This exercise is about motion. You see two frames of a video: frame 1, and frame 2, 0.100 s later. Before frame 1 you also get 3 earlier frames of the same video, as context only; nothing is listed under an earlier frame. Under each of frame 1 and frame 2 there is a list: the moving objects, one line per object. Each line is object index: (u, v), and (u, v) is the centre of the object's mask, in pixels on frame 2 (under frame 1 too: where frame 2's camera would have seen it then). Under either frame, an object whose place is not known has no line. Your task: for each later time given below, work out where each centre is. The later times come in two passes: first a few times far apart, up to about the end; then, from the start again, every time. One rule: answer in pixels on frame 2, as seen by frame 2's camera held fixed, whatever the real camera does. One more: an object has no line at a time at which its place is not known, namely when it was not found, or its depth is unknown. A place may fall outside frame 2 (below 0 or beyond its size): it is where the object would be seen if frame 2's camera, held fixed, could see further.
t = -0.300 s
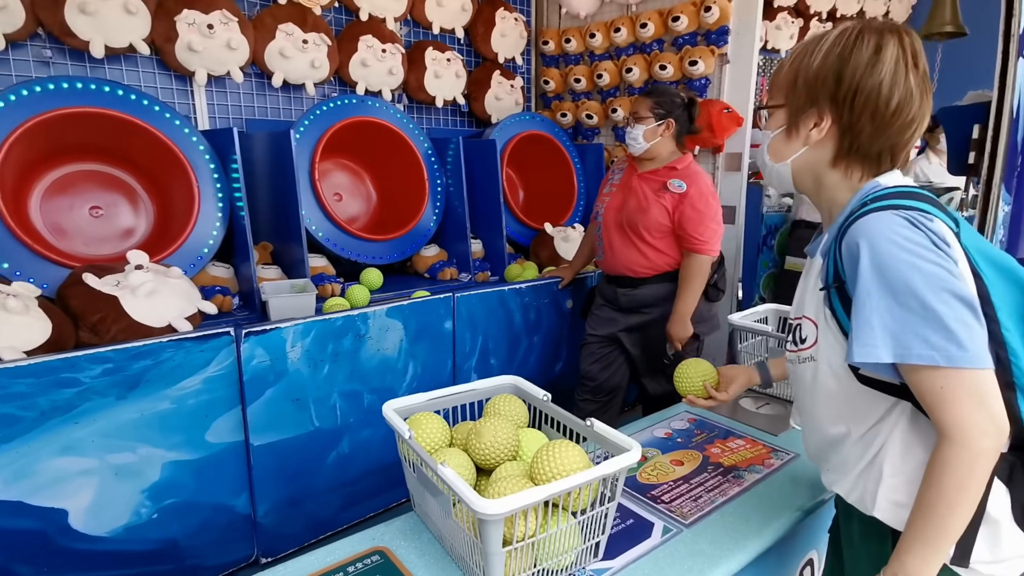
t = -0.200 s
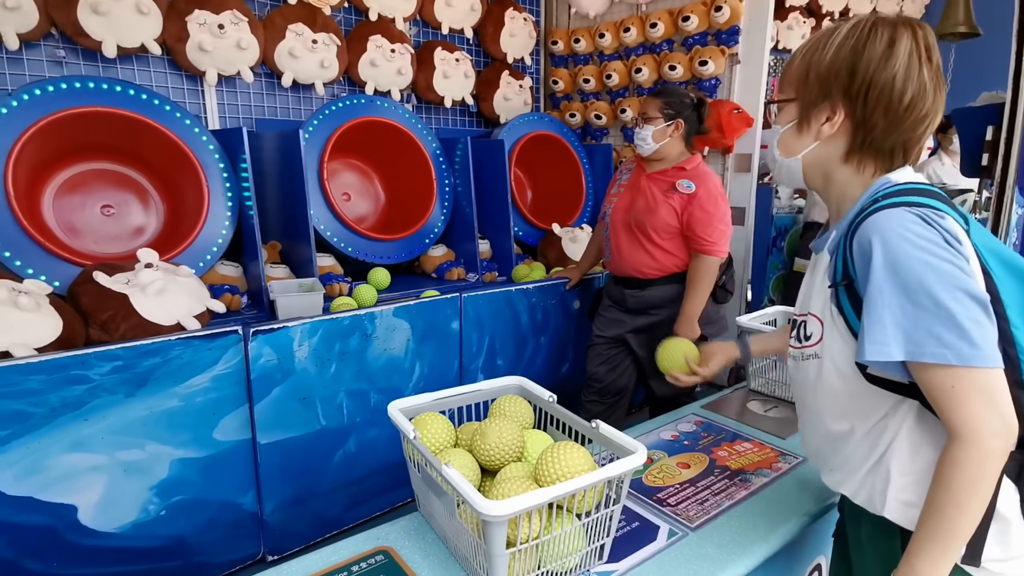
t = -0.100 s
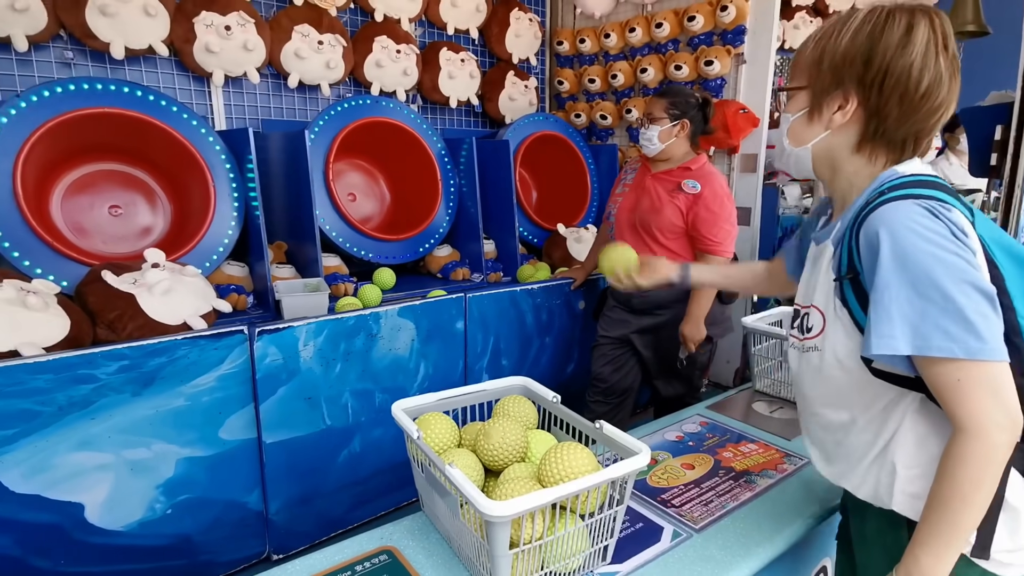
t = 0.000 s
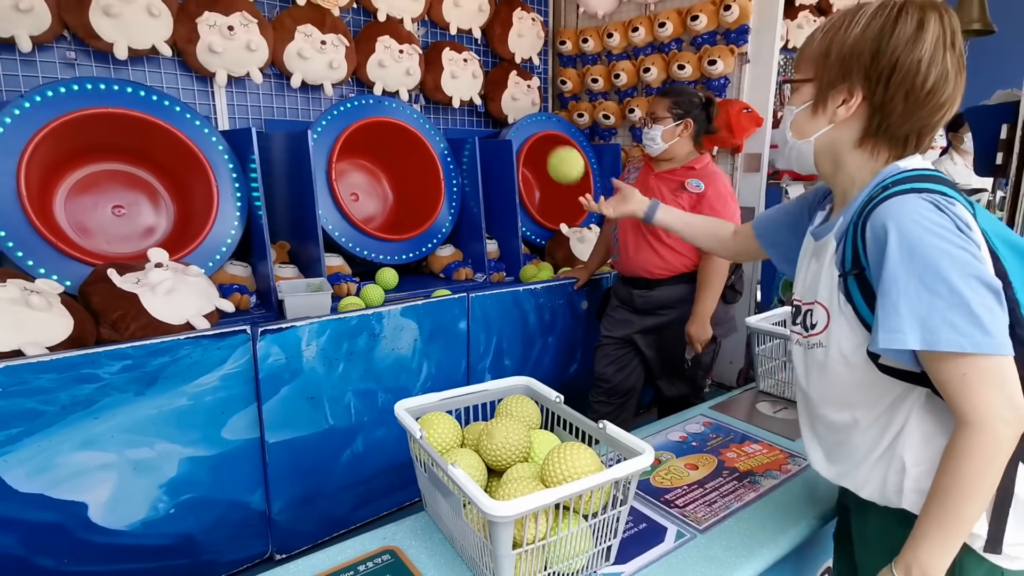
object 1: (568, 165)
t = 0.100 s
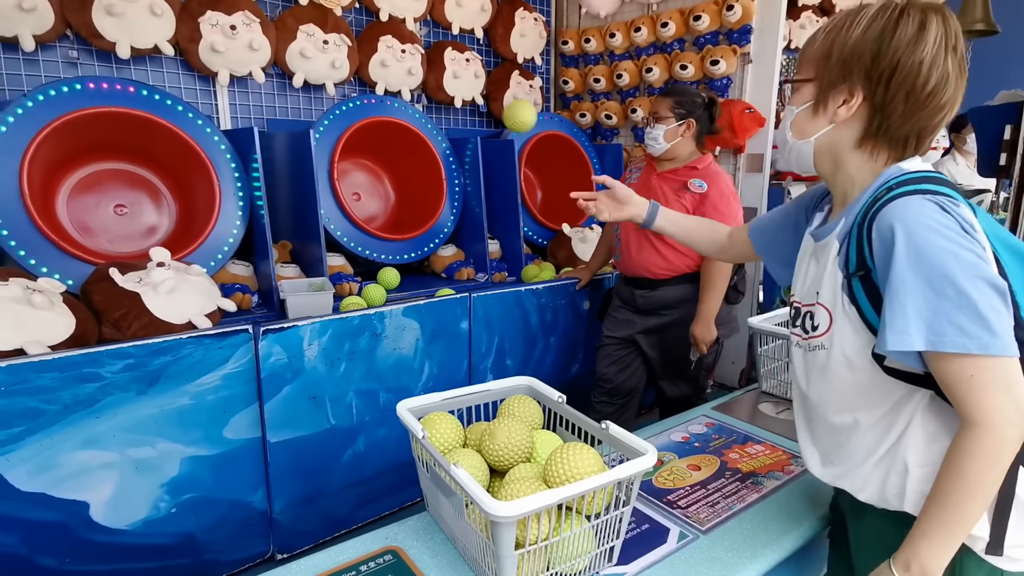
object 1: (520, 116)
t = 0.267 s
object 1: (455, 117)
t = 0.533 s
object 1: (389, 209)
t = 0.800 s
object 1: (380, 175)
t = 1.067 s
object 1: (406, 207)
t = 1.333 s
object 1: (371, 259)
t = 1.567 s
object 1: (343, 253)
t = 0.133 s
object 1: (505, 109)
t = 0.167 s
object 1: (492, 106)
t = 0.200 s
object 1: (479, 106)
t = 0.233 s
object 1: (466, 110)
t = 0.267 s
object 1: (455, 117)
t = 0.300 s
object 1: (445, 127)
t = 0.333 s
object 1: (435, 140)
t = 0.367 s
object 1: (425, 154)
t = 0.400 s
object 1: (417, 170)
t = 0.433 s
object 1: (409, 189)
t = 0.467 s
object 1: (402, 209)
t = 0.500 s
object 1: (395, 221)
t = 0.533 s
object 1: (389, 209)
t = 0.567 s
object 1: (384, 200)
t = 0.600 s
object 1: (378, 193)
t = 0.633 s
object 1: (373, 189)
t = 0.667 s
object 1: (369, 187)
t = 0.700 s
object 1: (366, 186)
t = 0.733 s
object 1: (370, 180)
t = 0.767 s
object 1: (375, 177)
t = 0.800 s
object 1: (380, 175)
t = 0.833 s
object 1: (386, 176)
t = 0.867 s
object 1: (391, 180)
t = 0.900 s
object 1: (397, 186)
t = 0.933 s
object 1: (403, 195)
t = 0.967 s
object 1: (409, 207)
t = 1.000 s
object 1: (414, 220)
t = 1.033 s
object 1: (410, 212)
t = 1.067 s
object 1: (406, 207)
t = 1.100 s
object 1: (402, 204)
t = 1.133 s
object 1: (398, 203)
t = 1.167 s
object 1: (393, 205)
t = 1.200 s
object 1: (388, 210)
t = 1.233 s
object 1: (384, 218)
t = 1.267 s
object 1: (380, 228)
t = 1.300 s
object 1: (376, 242)
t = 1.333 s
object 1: (371, 259)
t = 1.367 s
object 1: (366, 272)
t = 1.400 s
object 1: (358, 263)
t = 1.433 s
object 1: (348, 257)
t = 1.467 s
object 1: (339, 253)
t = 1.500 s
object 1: (339, 251)
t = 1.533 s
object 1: (341, 250)
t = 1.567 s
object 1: (343, 253)
